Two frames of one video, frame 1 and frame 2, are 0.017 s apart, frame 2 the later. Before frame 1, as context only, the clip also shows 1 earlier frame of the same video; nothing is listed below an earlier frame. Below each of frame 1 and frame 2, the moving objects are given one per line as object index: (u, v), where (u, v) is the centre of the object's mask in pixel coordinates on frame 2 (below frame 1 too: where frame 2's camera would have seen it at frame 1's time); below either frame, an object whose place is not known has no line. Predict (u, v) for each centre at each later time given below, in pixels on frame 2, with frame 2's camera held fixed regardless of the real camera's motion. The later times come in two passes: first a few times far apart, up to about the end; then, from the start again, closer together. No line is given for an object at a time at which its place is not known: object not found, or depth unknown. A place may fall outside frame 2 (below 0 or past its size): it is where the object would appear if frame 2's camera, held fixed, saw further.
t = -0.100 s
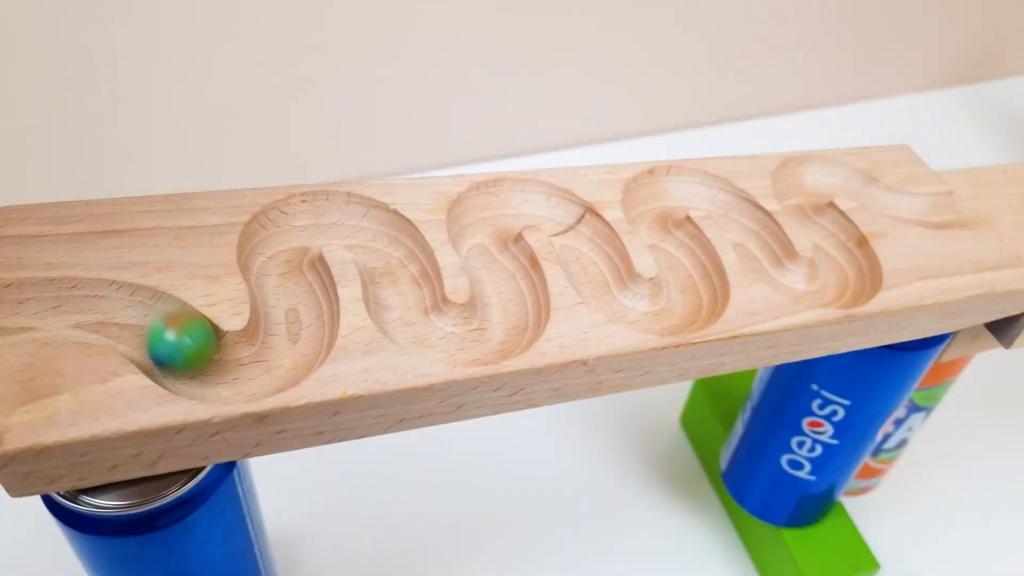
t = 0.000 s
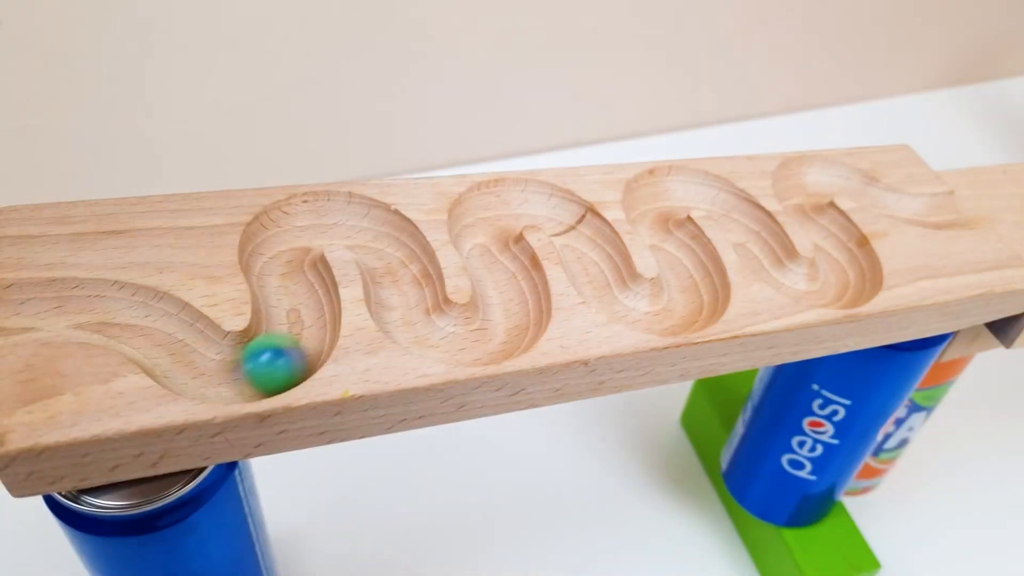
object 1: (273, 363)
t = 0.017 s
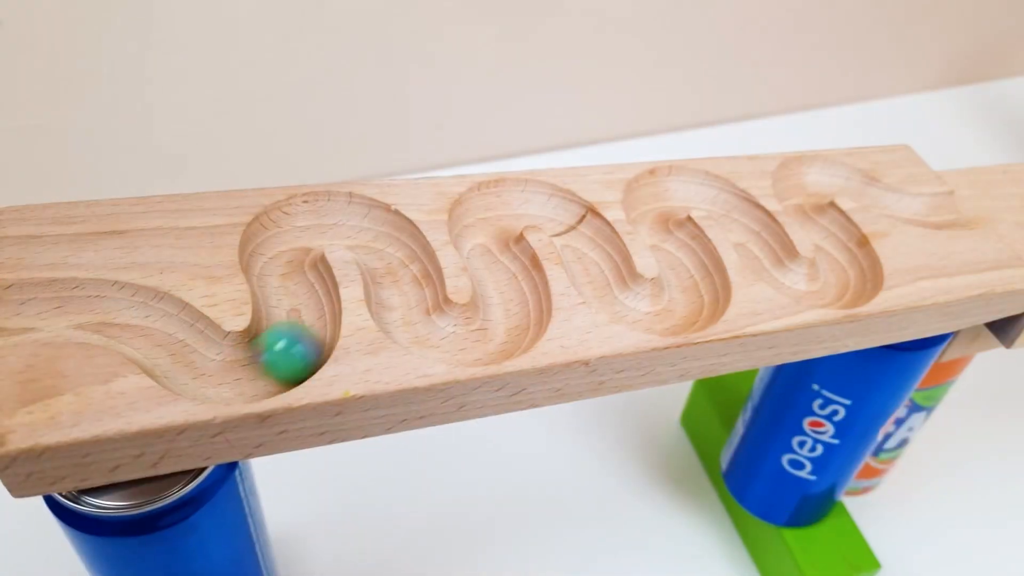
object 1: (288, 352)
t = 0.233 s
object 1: (304, 223)
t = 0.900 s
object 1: (538, 200)
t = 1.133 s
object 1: (640, 306)
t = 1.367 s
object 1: (656, 219)
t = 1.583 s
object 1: (740, 212)
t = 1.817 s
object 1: (851, 282)
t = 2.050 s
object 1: (798, 188)
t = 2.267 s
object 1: (900, 201)
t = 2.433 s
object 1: (982, 205)
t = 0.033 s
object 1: (302, 340)
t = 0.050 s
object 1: (308, 325)
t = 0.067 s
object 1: (308, 314)
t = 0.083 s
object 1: (303, 304)
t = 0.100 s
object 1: (297, 293)
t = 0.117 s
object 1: (290, 282)
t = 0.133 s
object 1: (284, 270)
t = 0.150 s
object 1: (281, 259)
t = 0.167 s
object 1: (279, 248)
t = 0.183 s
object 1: (279, 238)
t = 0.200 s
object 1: (282, 230)
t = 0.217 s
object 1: (290, 226)
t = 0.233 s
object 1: (304, 223)
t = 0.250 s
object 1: (317, 220)
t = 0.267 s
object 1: (332, 217)
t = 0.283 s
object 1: (346, 216)
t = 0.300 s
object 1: (360, 218)
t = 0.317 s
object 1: (371, 223)
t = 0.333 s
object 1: (381, 231)
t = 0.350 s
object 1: (390, 241)
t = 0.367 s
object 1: (396, 252)
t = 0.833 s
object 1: (495, 208)
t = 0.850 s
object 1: (503, 205)
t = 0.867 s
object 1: (513, 201)
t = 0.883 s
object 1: (526, 199)
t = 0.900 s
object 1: (538, 200)
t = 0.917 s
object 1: (551, 206)
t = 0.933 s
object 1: (558, 212)
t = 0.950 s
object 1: (569, 219)
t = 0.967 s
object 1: (578, 228)
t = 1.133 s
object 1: (640, 306)
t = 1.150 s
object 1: (654, 309)
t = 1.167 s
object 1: (667, 310)
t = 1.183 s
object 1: (680, 310)
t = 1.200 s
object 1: (690, 306)
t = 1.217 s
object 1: (696, 301)
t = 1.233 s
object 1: (699, 293)
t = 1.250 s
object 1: (698, 285)
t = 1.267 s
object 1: (697, 275)
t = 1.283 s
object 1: (693, 264)
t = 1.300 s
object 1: (688, 253)
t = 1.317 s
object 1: (682, 245)
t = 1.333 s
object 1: (674, 236)
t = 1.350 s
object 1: (666, 228)
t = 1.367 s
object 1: (656, 219)
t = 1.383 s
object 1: (651, 211)
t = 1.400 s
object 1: (648, 204)
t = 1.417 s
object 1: (649, 201)
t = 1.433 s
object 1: (653, 198)
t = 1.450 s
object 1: (660, 194)
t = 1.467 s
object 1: (667, 191)
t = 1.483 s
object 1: (676, 188)
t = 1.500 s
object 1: (687, 186)
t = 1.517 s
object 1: (698, 186)
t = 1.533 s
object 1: (709, 190)
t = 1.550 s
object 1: (720, 196)
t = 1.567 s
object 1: (730, 202)
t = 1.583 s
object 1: (740, 212)
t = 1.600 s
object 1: (747, 221)
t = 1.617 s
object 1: (755, 231)
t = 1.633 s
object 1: (762, 241)
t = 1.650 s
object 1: (767, 247)
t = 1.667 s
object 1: (770, 254)
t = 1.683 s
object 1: (776, 265)
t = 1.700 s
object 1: (782, 271)
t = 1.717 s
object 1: (791, 275)
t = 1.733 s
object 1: (800, 280)
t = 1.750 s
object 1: (808, 282)
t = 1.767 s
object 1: (819, 285)
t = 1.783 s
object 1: (830, 286)
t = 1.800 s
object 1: (842, 285)
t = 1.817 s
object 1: (851, 282)
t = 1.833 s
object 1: (854, 277)
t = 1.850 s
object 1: (854, 271)
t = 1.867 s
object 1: (850, 263)
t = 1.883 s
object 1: (846, 254)
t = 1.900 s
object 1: (842, 245)
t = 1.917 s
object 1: (837, 236)
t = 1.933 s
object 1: (831, 228)
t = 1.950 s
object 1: (823, 221)
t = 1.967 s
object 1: (815, 213)
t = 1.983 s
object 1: (807, 206)
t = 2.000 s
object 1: (800, 199)
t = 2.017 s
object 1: (797, 194)
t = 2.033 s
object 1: (796, 190)
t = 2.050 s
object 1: (798, 188)
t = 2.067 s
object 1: (801, 184)
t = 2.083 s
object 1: (806, 181)
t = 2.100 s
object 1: (812, 177)
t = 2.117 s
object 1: (819, 174)
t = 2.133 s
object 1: (824, 172)
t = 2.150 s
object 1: (833, 174)
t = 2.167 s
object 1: (844, 177)
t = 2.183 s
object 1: (854, 181)
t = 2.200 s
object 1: (863, 185)
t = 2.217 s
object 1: (872, 190)
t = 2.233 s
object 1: (881, 194)
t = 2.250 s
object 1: (890, 198)
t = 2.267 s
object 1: (900, 201)
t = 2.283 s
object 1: (909, 204)
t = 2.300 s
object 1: (919, 206)
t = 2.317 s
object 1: (930, 208)
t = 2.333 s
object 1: (940, 209)
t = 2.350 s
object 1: (949, 209)
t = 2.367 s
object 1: (956, 208)
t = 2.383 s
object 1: (963, 206)
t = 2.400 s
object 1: (969, 203)
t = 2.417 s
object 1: (978, 202)
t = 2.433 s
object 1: (982, 205)
